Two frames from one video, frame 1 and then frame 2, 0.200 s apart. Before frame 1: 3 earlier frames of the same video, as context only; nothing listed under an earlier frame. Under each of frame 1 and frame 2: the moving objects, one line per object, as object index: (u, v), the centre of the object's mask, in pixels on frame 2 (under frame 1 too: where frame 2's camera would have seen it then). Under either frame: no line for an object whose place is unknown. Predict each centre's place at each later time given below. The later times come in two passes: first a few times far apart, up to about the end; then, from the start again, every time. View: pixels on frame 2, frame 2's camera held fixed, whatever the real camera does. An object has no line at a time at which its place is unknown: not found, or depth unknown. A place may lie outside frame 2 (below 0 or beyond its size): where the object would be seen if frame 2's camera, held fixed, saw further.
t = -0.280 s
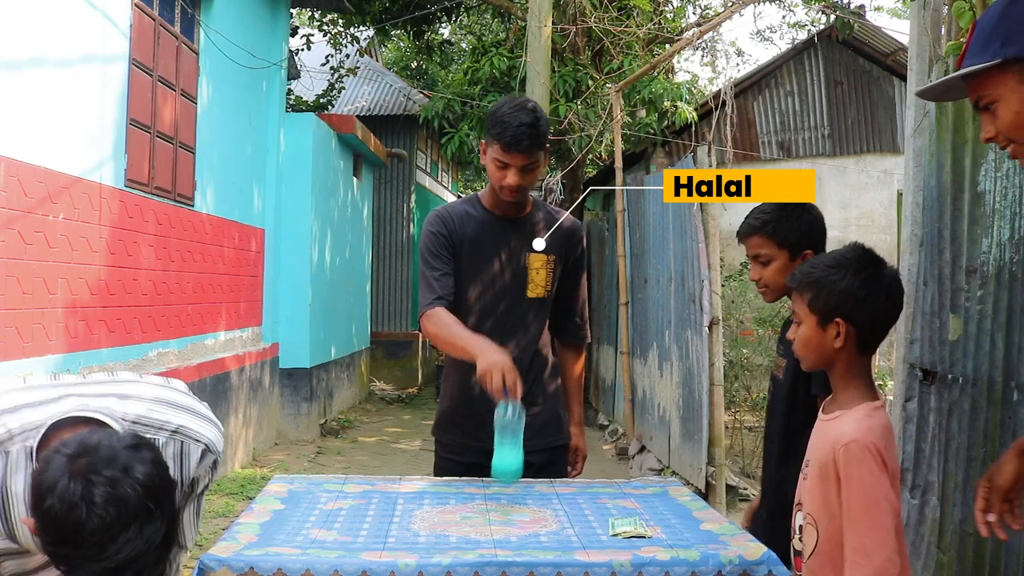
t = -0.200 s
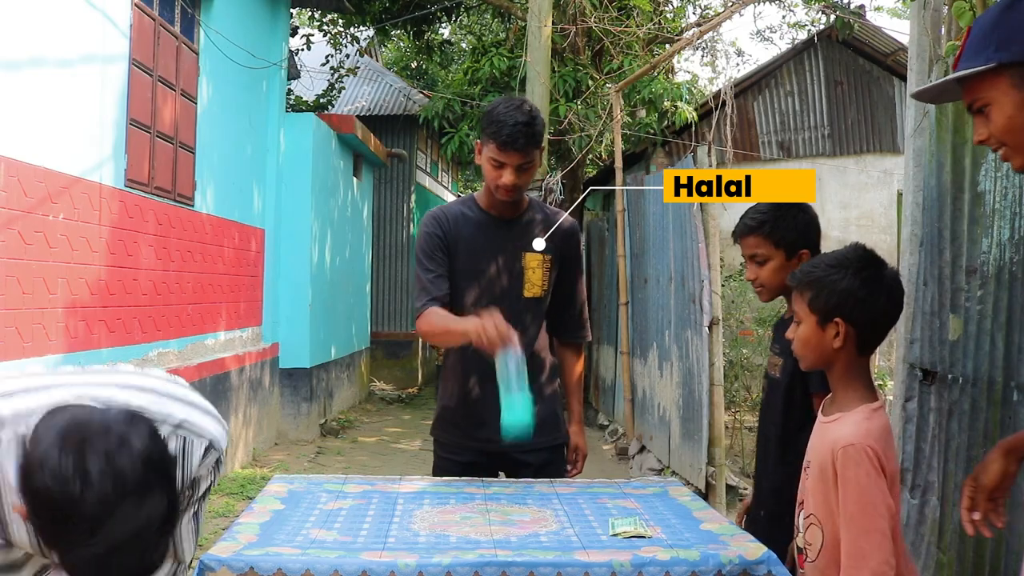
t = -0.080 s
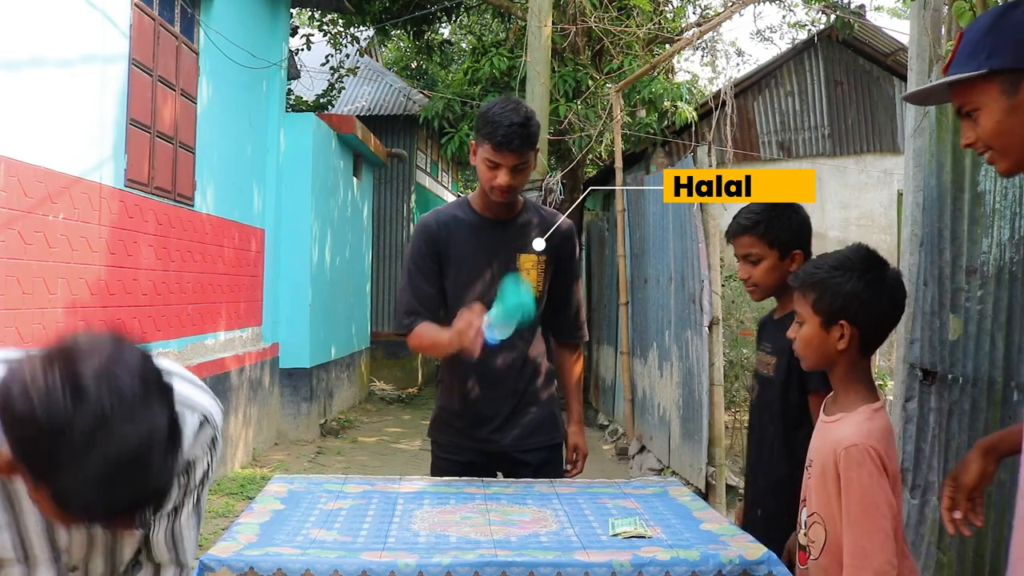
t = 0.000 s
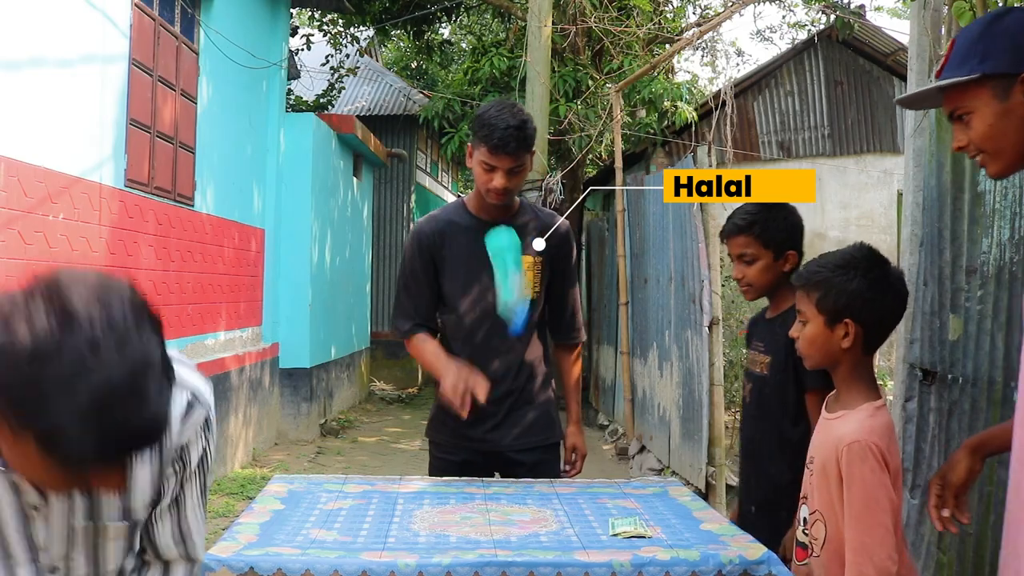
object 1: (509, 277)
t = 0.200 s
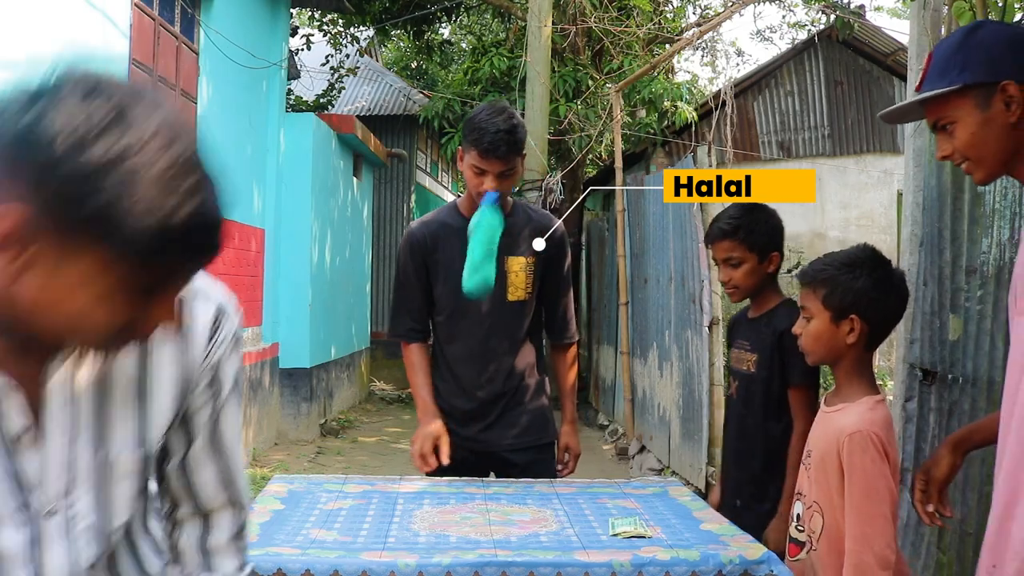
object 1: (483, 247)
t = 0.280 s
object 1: (470, 303)
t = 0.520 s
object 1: (447, 493)
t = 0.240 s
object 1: (476, 271)
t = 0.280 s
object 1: (470, 303)
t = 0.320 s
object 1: (464, 346)
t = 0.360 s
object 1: (458, 395)
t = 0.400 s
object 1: (451, 442)
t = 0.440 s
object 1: (447, 492)
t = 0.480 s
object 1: (449, 495)
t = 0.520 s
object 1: (447, 493)
